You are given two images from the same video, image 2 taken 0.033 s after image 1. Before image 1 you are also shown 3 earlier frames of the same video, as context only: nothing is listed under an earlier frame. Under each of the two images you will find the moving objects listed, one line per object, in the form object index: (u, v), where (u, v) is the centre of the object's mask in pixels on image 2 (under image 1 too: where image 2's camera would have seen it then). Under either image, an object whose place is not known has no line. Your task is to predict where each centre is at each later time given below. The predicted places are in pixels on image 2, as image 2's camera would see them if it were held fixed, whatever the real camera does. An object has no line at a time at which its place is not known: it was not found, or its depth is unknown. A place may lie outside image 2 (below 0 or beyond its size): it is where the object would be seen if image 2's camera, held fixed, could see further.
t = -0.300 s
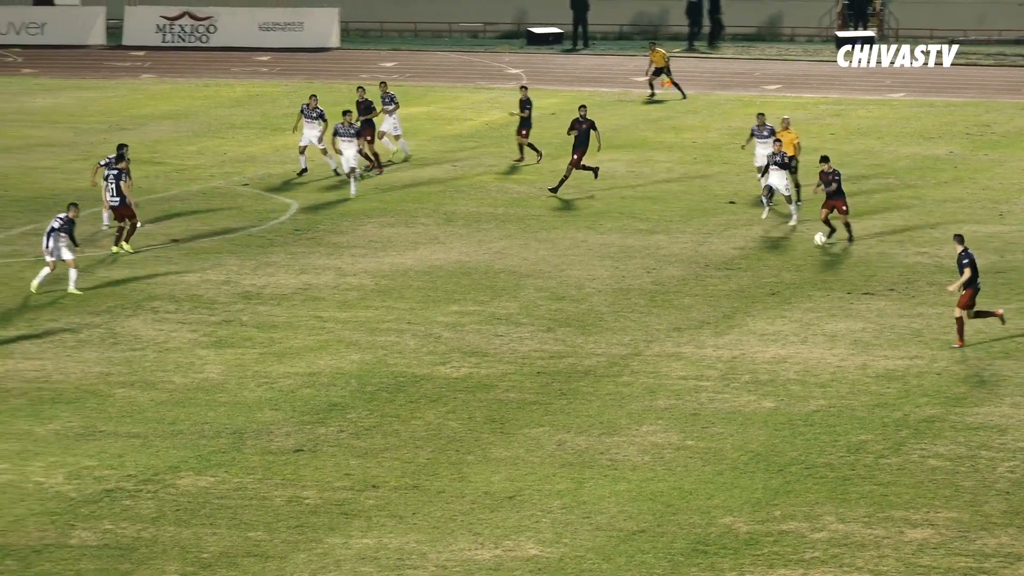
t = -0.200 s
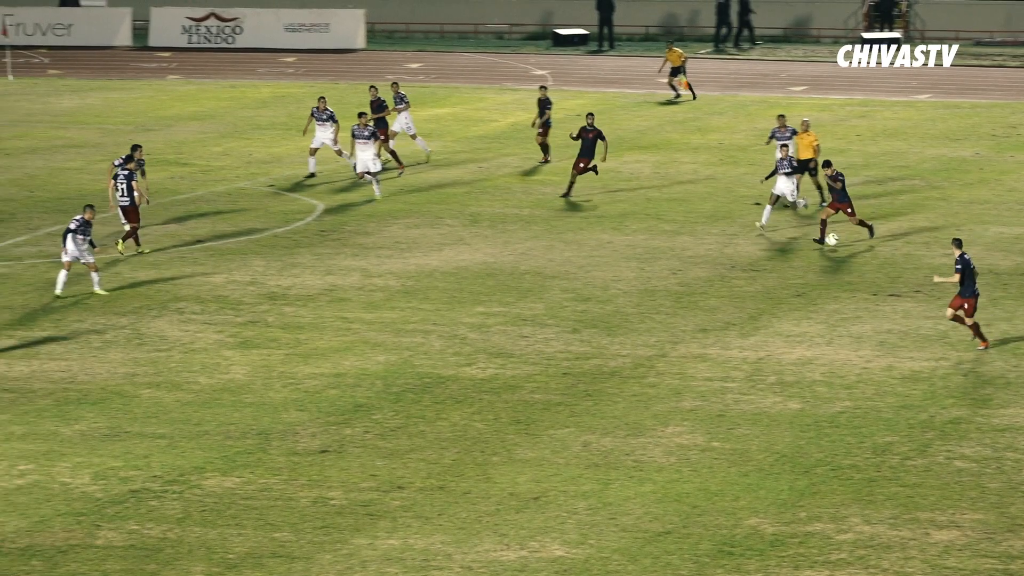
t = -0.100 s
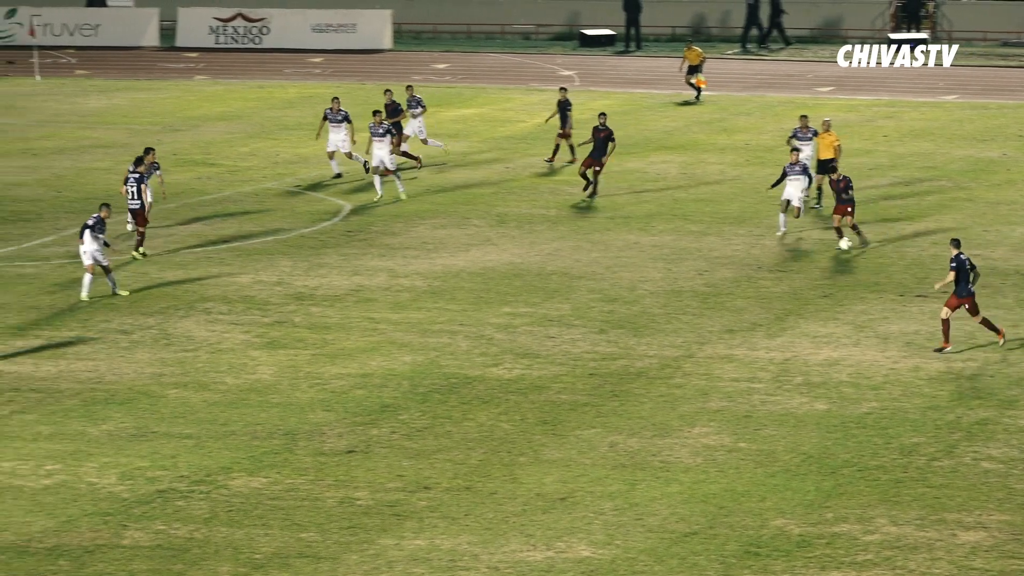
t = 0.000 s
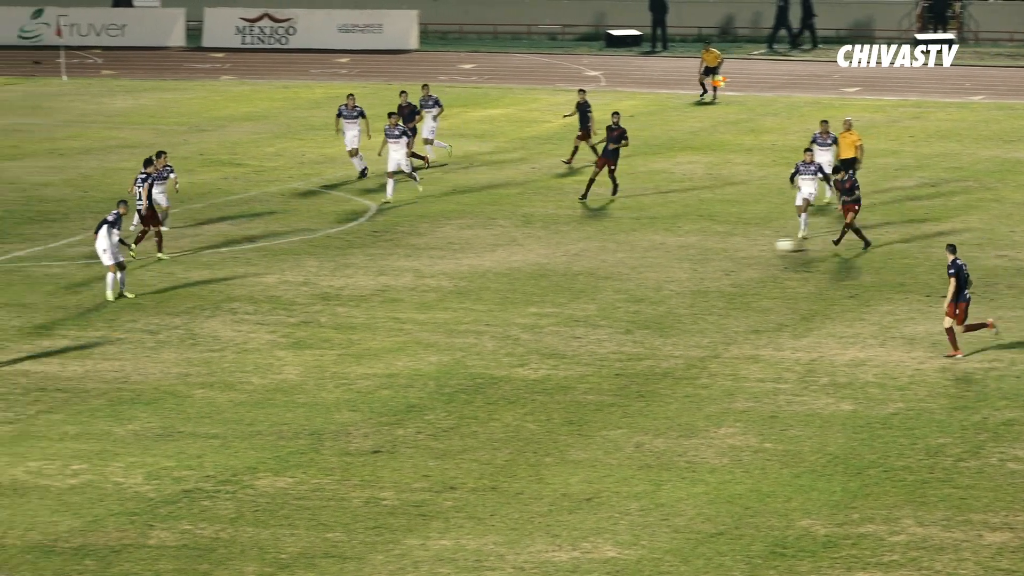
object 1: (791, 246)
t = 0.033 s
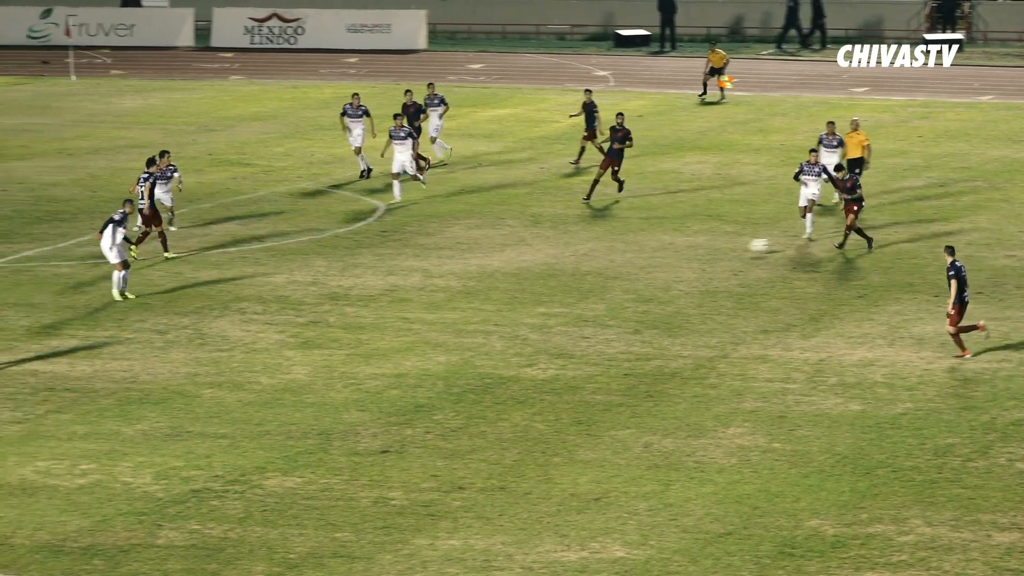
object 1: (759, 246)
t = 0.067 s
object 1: (727, 247)
